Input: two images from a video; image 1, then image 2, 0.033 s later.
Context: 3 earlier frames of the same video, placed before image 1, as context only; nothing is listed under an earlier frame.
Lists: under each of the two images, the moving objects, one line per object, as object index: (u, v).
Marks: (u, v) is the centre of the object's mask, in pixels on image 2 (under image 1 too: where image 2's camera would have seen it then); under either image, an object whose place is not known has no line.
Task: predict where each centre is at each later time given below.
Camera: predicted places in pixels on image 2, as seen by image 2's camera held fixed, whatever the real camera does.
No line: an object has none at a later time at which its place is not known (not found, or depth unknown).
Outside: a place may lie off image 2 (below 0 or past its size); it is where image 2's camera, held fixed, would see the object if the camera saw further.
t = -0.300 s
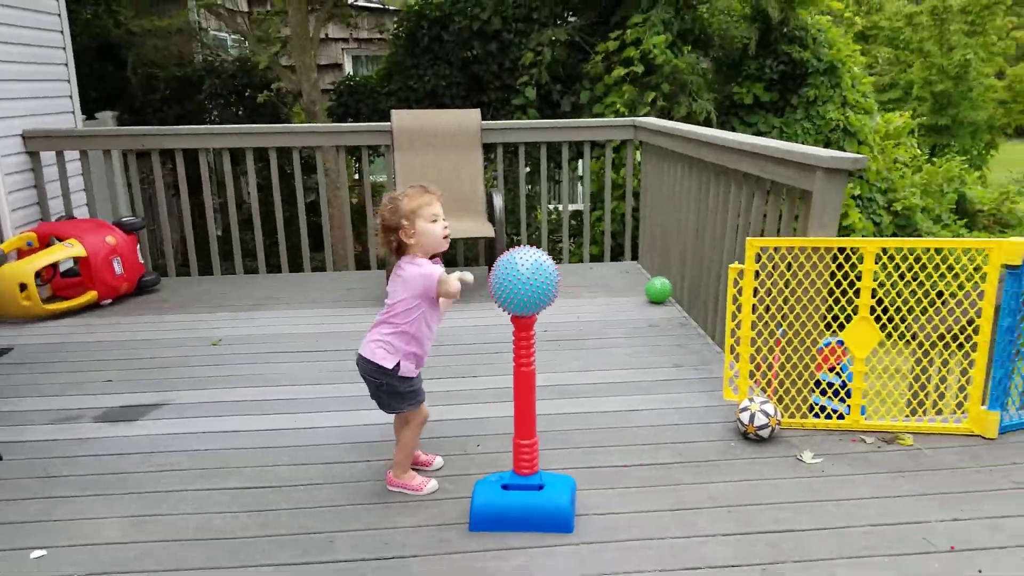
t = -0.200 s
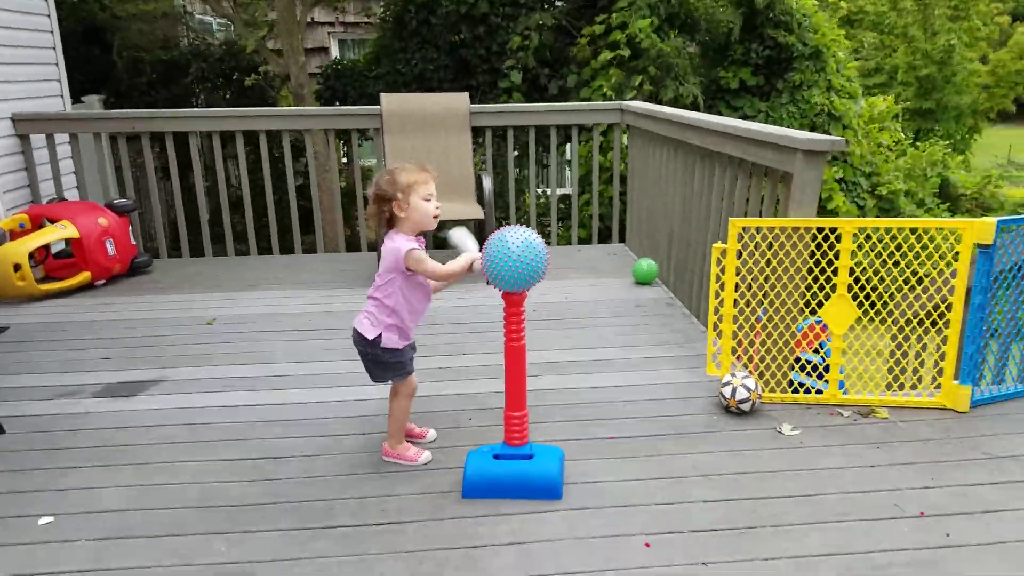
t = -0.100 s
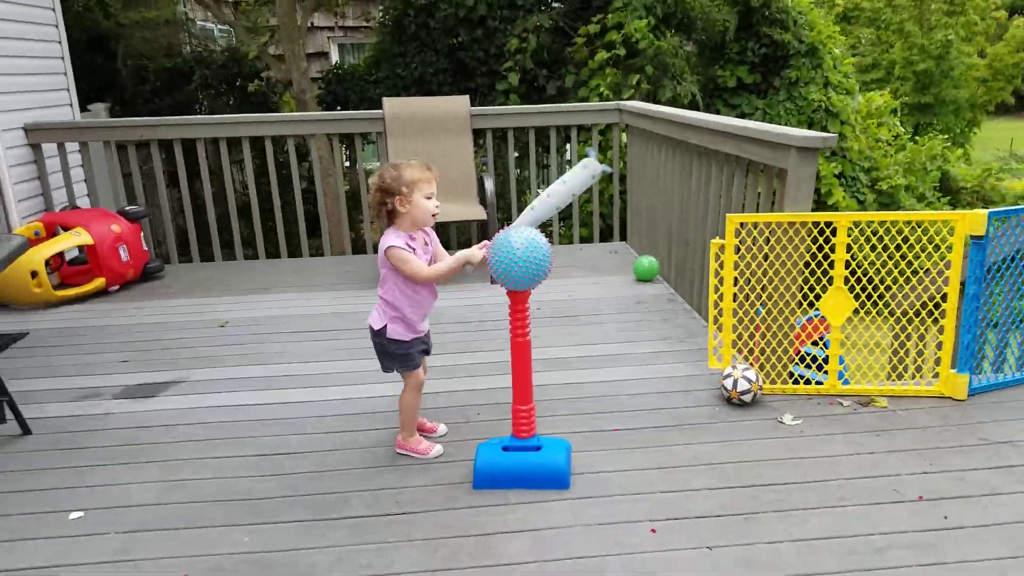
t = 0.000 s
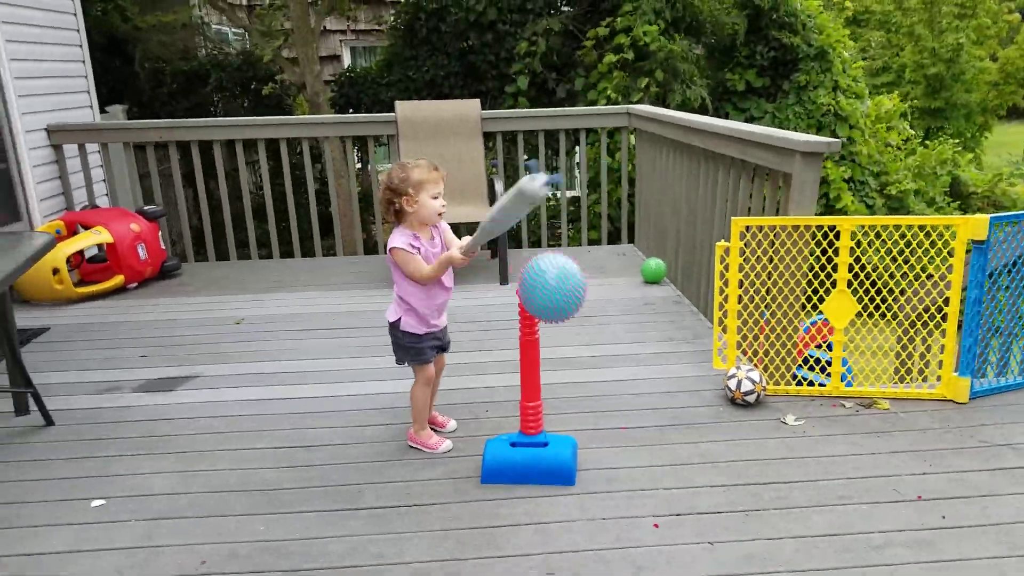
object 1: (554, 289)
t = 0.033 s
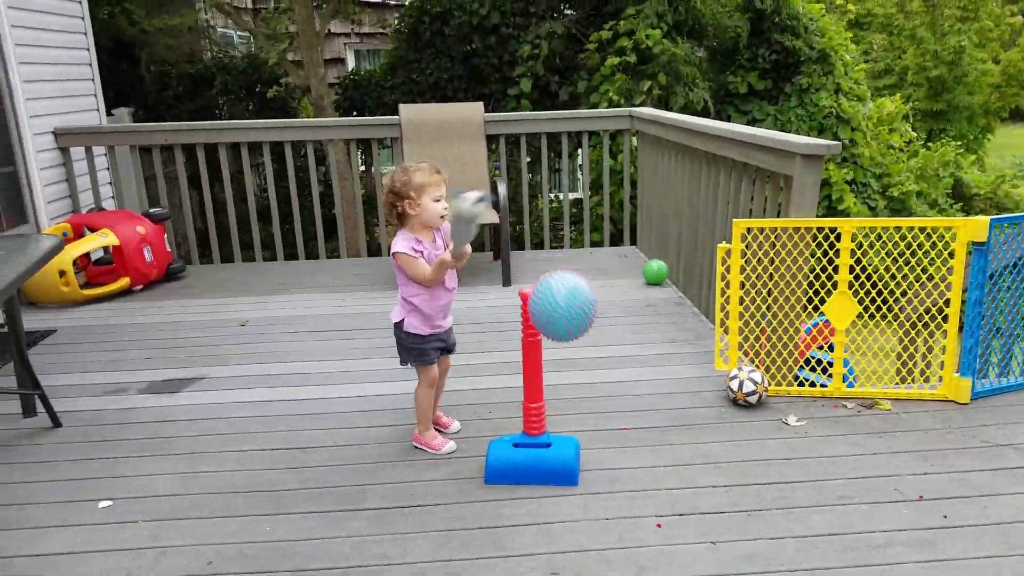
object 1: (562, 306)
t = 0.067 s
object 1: (571, 329)
